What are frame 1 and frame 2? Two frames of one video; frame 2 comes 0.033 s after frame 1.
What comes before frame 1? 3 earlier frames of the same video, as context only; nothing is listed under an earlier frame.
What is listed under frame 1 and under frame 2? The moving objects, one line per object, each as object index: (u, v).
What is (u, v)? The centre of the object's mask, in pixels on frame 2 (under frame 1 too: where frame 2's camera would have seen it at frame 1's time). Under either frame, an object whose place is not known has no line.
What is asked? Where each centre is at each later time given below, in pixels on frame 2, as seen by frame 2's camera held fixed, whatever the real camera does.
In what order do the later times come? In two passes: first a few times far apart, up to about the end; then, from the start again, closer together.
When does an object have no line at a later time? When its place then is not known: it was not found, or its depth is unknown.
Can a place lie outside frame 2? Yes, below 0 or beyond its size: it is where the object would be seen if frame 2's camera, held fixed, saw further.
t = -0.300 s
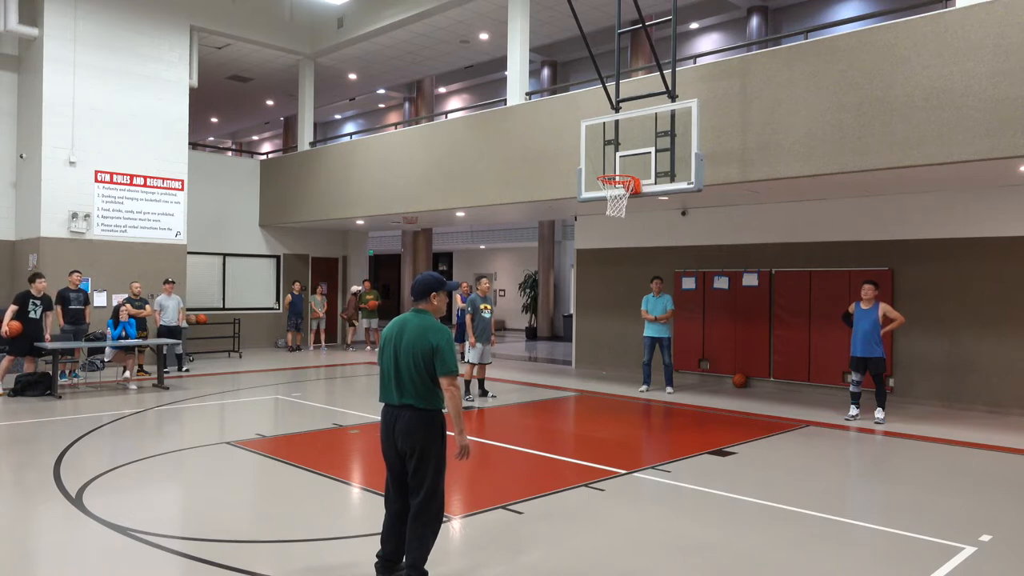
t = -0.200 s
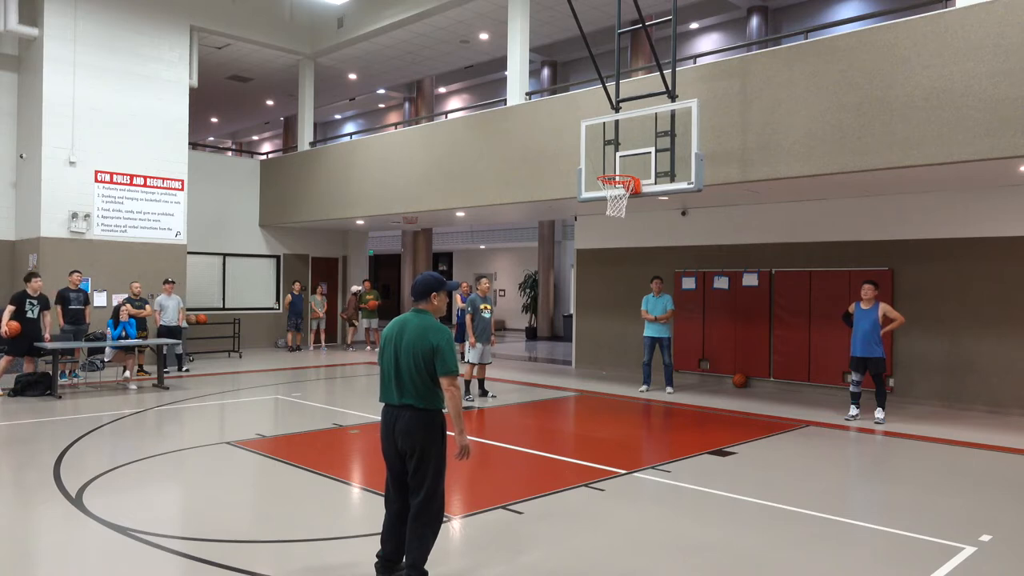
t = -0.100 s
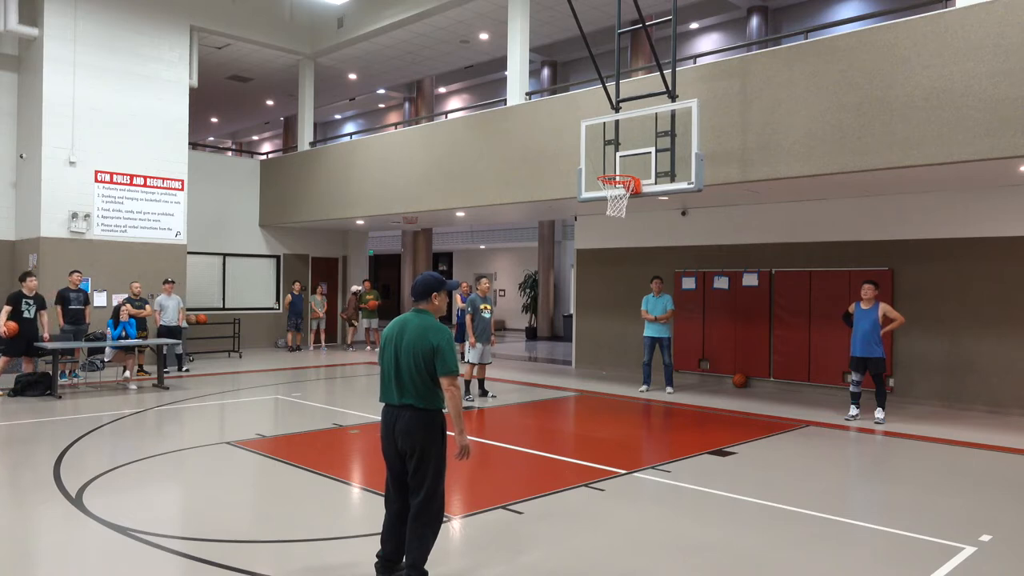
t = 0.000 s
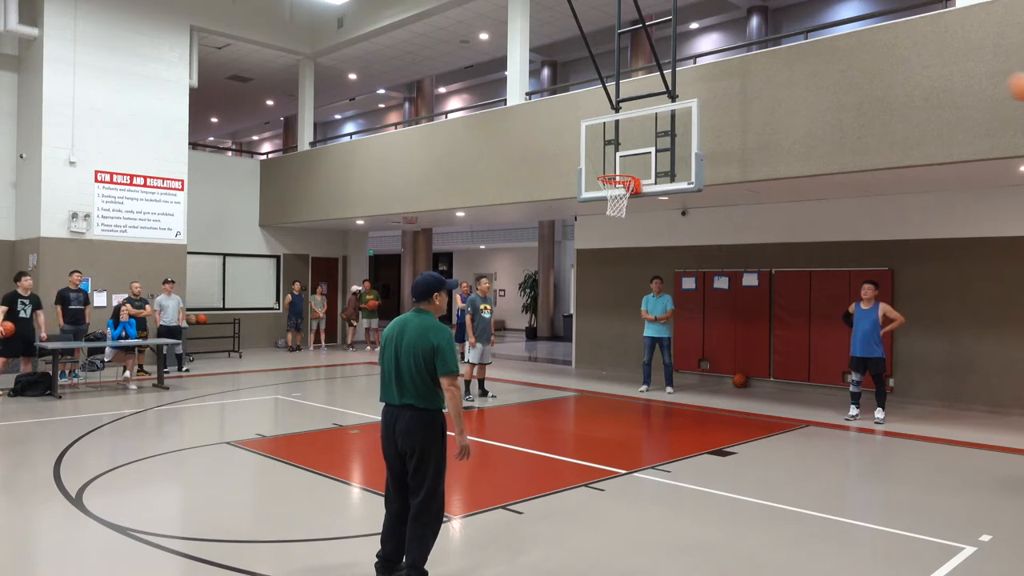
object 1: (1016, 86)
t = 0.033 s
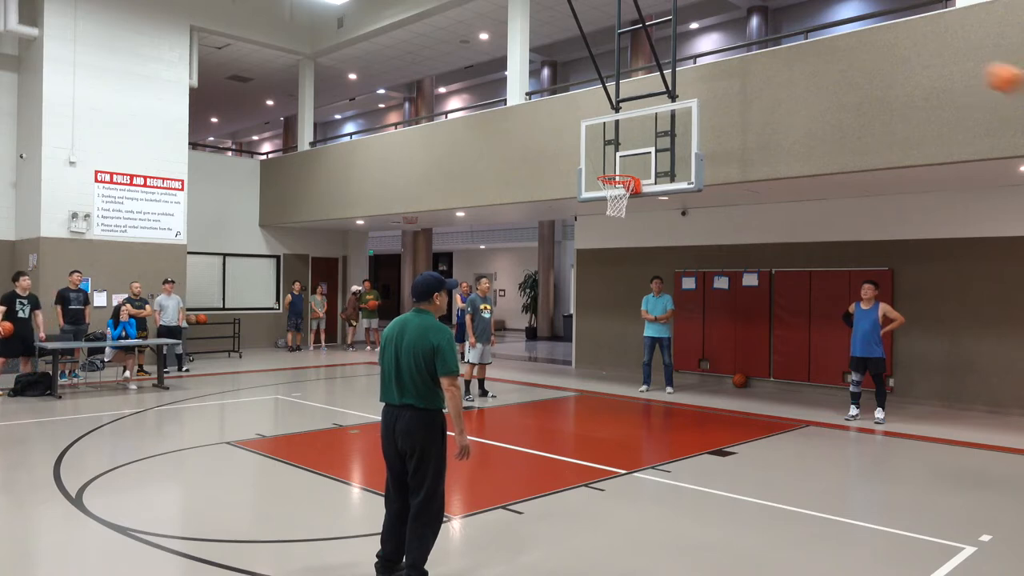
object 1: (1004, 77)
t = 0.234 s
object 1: (879, 44)
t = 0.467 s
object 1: (761, 56)
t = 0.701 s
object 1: (664, 111)
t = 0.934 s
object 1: (617, 163)
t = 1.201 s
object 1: (652, 138)
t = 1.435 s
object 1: (665, 162)
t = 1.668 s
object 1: (678, 240)
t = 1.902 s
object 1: (693, 381)
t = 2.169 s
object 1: (716, 366)
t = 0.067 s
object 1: (982, 68)
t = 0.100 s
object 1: (959, 60)
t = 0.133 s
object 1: (938, 54)
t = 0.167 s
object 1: (917, 49)
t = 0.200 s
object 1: (899, 46)
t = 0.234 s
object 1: (879, 44)
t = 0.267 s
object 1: (861, 42)
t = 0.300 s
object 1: (843, 43)
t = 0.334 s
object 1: (825, 44)
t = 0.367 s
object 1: (807, 46)
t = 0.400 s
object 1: (792, 48)
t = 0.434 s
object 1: (776, 51)
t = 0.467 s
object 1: (761, 56)
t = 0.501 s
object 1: (745, 62)
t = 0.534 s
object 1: (730, 69)
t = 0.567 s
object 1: (717, 75)
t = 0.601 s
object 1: (703, 83)
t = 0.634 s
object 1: (689, 91)
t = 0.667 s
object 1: (676, 101)
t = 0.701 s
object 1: (664, 111)
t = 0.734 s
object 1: (652, 121)
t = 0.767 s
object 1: (640, 132)
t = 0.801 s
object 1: (628, 143)
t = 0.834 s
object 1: (616, 156)
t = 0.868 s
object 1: (605, 167)
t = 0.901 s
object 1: (607, 169)
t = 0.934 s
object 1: (617, 163)
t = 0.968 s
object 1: (626, 157)
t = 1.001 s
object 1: (635, 152)
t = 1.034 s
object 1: (643, 148)
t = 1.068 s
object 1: (645, 145)
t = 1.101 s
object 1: (647, 142)
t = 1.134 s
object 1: (648, 140)
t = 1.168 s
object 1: (650, 139)
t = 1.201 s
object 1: (652, 138)
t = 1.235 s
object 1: (654, 139)
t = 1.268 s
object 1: (655, 140)
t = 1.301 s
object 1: (657, 143)
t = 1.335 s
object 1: (659, 146)
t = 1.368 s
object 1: (661, 150)
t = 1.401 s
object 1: (663, 155)
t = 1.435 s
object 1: (665, 162)
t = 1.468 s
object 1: (667, 169)
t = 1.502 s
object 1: (668, 177)
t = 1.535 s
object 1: (670, 188)
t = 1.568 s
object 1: (672, 200)
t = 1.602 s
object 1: (674, 211)
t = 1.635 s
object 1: (676, 224)
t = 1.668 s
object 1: (678, 240)
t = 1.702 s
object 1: (680, 256)
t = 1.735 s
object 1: (681, 271)
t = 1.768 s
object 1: (685, 293)
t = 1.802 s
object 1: (687, 313)
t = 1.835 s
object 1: (689, 337)
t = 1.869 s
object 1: (691, 357)
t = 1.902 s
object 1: (693, 381)
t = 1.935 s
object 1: (696, 411)
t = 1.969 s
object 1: (698, 435)
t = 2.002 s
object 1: (702, 446)
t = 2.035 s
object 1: (704, 430)
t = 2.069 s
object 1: (707, 415)
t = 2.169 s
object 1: (716, 366)
